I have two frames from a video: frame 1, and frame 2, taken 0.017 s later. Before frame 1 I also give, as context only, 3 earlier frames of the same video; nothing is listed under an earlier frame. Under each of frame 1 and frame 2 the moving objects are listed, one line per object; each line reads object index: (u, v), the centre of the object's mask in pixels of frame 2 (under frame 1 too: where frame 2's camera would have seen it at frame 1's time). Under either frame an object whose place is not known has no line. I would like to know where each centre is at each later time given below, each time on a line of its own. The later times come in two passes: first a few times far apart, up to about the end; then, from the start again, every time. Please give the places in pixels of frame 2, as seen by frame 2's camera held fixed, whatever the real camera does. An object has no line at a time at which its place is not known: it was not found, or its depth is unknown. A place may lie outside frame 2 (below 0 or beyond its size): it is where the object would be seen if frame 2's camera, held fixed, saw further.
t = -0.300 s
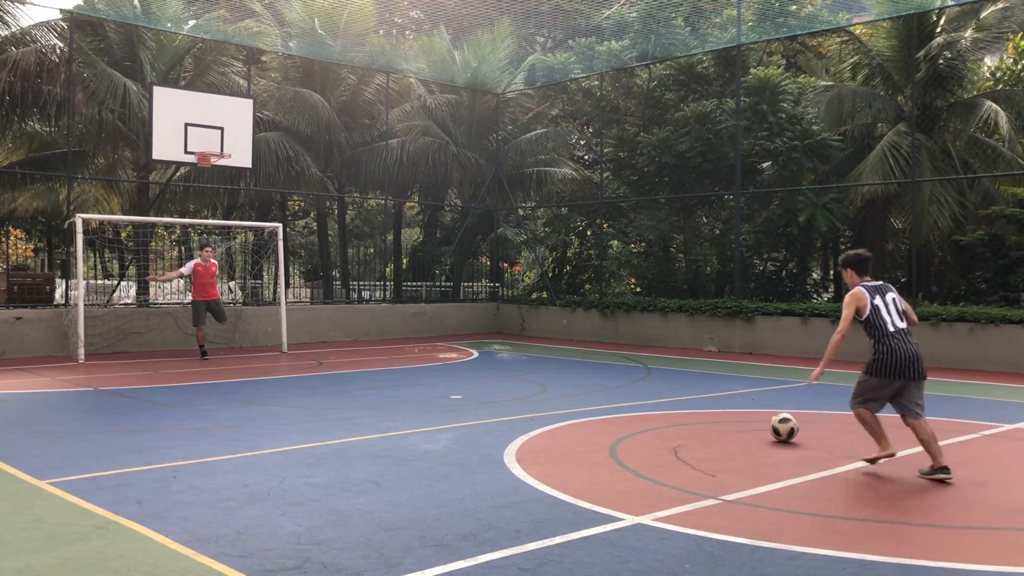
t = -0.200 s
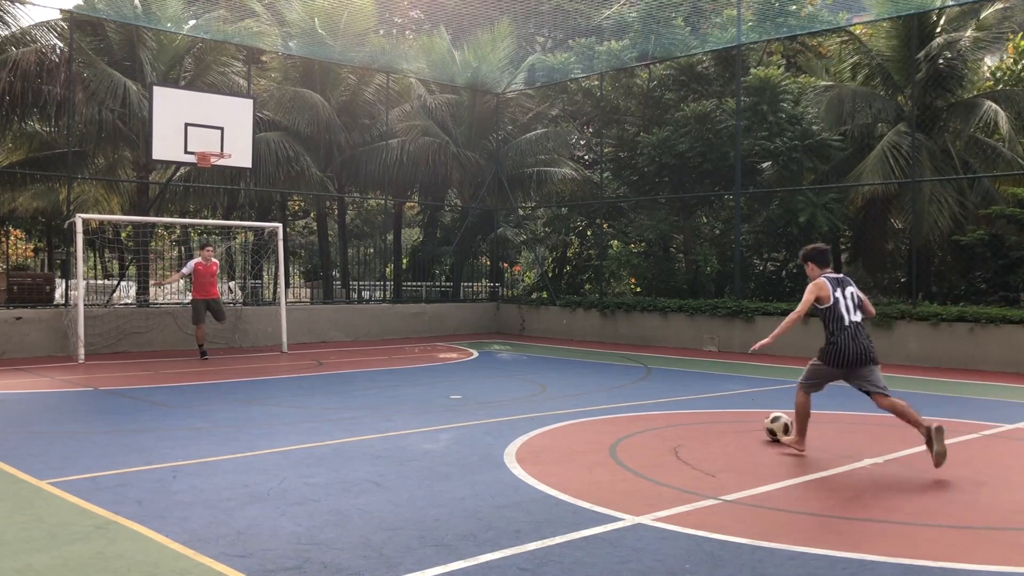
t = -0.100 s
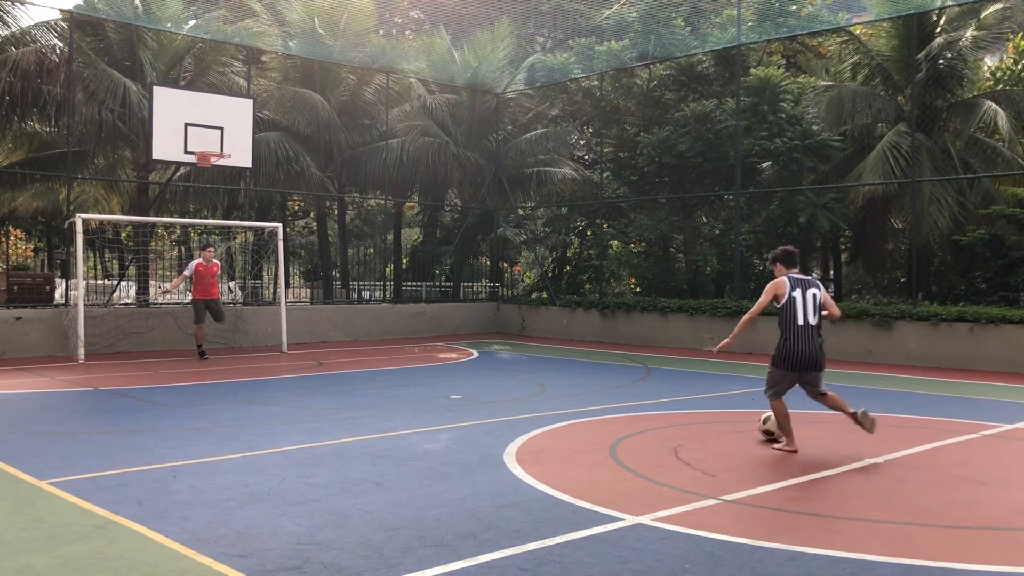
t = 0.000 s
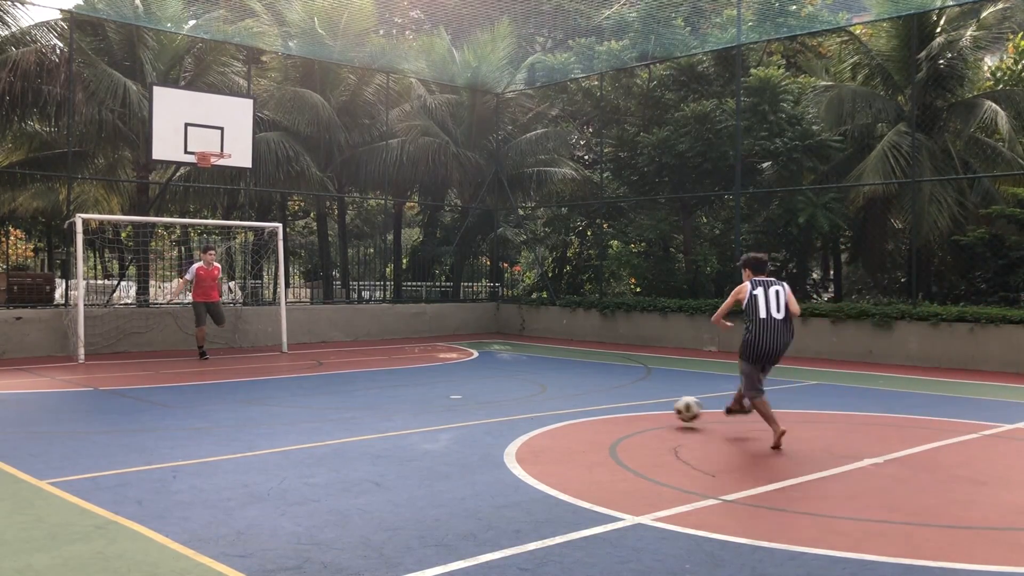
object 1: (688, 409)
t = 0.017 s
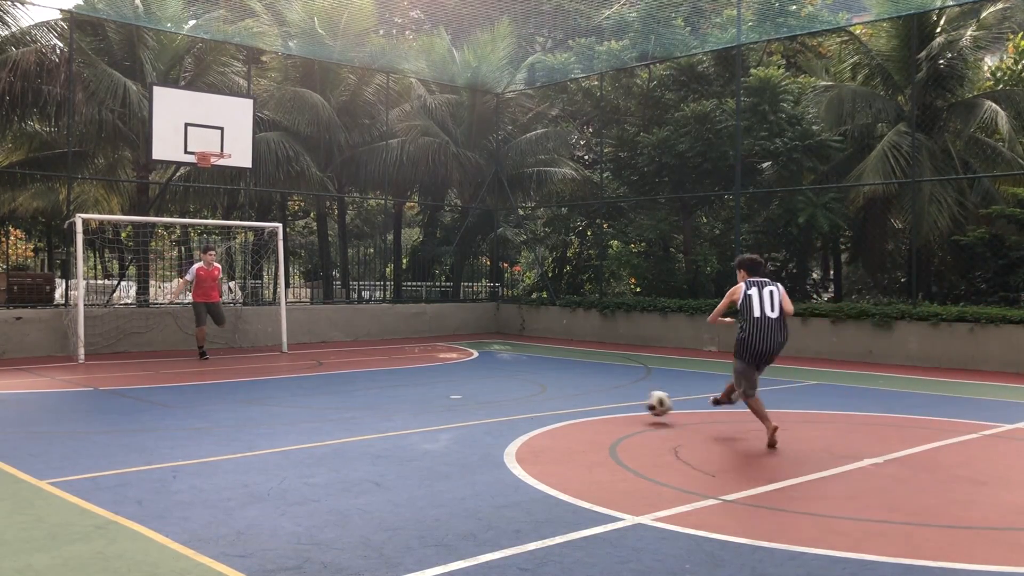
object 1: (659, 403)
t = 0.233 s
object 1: (383, 375)
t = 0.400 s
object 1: (255, 358)
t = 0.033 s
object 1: (631, 398)
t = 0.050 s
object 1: (604, 393)
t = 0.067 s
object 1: (579, 390)
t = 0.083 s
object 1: (555, 386)
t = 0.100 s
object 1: (533, 384)
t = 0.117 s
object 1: (511, 382)
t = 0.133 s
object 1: (490, 380)
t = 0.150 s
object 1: (470, 378)
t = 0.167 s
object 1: (451, 377)
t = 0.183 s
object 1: (434, 376)
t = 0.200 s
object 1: (416, 375)
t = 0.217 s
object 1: (399, 376)
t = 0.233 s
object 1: (383, 375)
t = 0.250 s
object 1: (367, 373)
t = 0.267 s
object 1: (353, 370)
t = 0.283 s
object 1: (340, 368)
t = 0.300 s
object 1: (326, 365)
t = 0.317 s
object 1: (314, 363)
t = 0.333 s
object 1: (301, 361)
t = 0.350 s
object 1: (289, 360)
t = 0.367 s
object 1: (278, 359)
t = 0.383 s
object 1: (266, 359)
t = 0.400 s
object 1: (255, 358)
